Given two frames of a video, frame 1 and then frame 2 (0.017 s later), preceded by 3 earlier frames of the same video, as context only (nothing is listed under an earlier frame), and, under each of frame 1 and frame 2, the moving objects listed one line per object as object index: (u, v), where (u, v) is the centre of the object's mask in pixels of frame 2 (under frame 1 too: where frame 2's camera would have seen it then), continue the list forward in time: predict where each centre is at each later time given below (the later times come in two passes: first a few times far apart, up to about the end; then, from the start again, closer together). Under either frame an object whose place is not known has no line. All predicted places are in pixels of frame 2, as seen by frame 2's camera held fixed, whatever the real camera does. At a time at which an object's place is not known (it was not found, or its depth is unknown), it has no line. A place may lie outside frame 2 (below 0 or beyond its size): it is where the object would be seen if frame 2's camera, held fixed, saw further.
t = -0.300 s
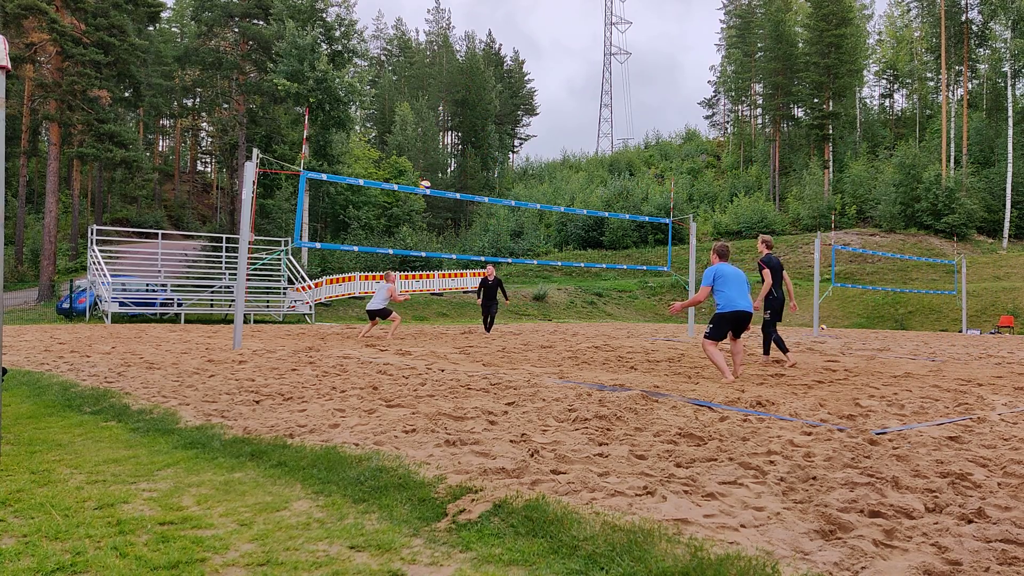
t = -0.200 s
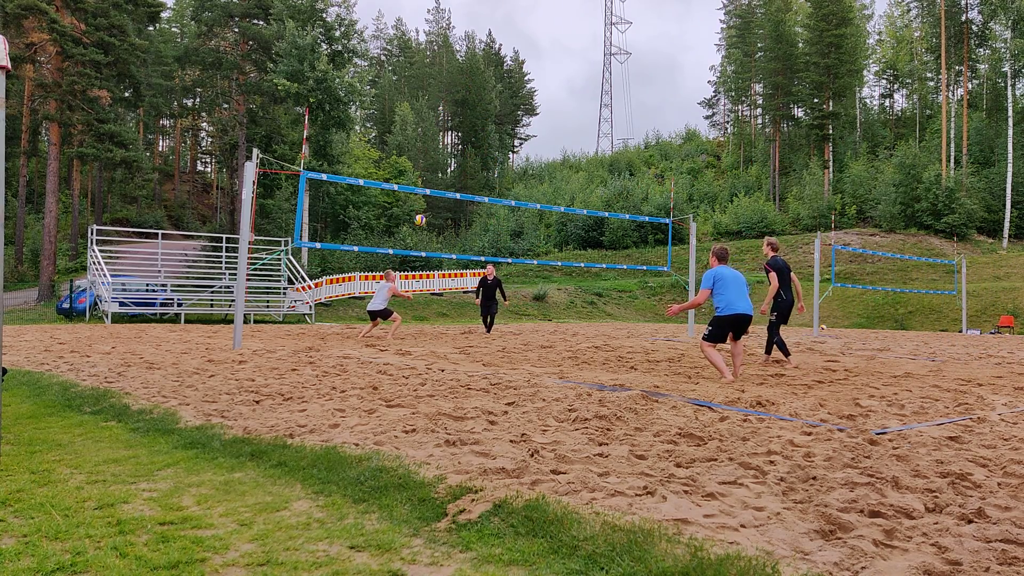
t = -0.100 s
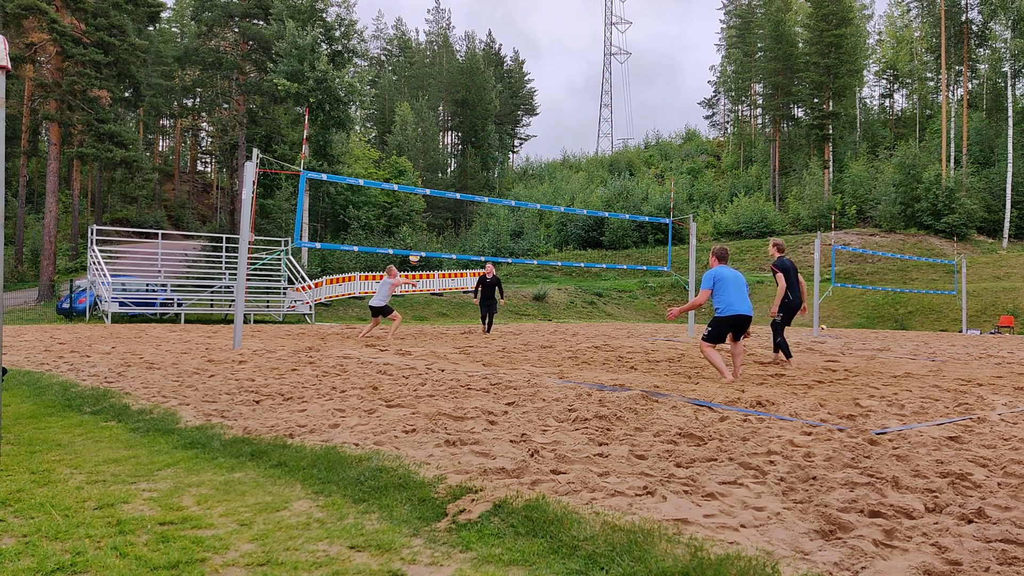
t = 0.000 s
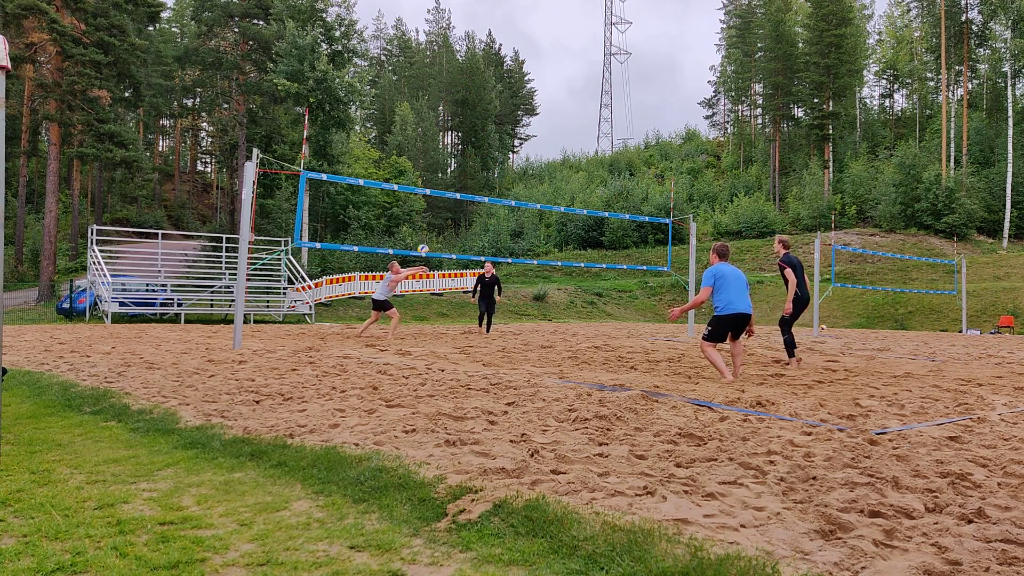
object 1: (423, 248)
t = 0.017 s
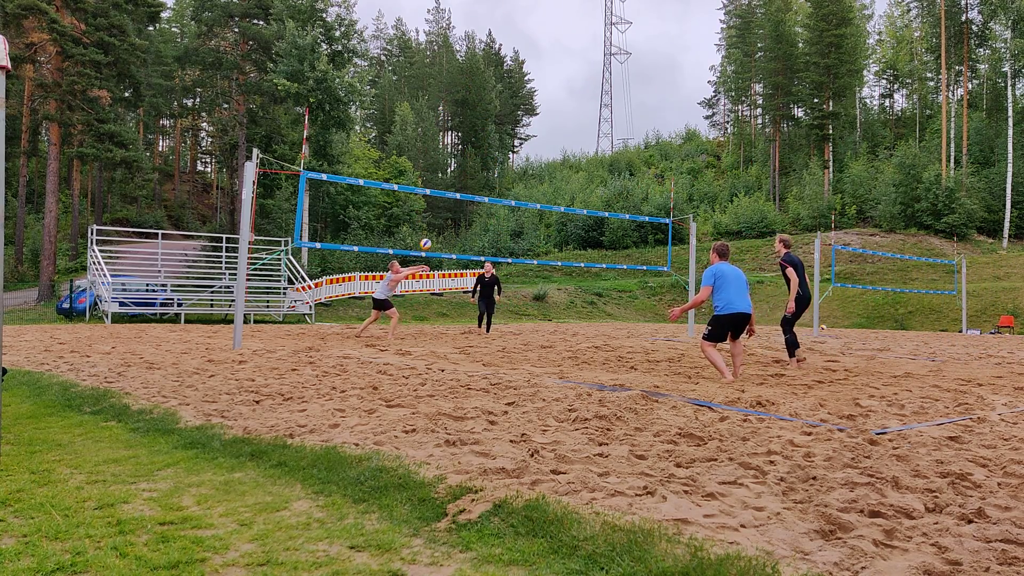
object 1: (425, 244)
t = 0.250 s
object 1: (467, 171)
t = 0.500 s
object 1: (521, 110)
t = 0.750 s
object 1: (591, 77)
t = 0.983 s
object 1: (681, 87)
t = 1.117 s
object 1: (750, 122)
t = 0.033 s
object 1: (428, 238)
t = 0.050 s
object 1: (431, 233)
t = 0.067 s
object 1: (434, 227)
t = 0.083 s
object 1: (436, 221)
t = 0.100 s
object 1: (440, 216)
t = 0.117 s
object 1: (442, 211)
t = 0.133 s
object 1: (445, 206)
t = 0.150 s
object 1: (449, 201)
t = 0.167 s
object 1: (452, 195)
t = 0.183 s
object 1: (455, 189)
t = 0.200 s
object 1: (457, 185)
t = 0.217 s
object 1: (461, 181)
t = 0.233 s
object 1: (463, 176)
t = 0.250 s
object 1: (467, 171)
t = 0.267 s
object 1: (470, 166)
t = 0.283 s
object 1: (473, 162)
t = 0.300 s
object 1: (477, 157)
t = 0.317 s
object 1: (480, 152)
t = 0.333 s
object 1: (483, 148)
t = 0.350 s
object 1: (487, 144)
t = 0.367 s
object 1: (491, 140)
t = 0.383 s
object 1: (494, 136)
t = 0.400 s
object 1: (498, 132)
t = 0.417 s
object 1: (501, 128)
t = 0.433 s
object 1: (505, 124)
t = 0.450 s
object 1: (509, 121)
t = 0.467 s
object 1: (513, 117)
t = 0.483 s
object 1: (517, 113)
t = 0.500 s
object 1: (521, 110)
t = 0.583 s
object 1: (542, 96)
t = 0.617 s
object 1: (551, 90)
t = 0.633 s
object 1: (556, 88)
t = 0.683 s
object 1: (570, 83)
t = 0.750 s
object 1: (591, 77)
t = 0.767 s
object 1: (597, 76)
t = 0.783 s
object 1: (602, 75)
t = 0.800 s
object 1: (608, 75)
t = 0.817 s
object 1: (614, 75)
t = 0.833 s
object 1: (620, 75)
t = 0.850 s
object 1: (626, 75)
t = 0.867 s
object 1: (633, 76)
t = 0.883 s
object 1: (639, 76)
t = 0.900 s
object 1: (646, 78)
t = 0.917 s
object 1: (652, 79)
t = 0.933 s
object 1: (659, 81)
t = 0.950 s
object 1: (666, 83)
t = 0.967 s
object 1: (674, 84)
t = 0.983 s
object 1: (681, 87)
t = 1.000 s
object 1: (689, 90)
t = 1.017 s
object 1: (697, 93)
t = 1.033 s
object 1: (705, 97)
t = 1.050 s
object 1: (713, 101)
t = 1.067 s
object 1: (722, 105)
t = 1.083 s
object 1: (732, 109)
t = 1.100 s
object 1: (741, 115)
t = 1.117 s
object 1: (750, 122)
